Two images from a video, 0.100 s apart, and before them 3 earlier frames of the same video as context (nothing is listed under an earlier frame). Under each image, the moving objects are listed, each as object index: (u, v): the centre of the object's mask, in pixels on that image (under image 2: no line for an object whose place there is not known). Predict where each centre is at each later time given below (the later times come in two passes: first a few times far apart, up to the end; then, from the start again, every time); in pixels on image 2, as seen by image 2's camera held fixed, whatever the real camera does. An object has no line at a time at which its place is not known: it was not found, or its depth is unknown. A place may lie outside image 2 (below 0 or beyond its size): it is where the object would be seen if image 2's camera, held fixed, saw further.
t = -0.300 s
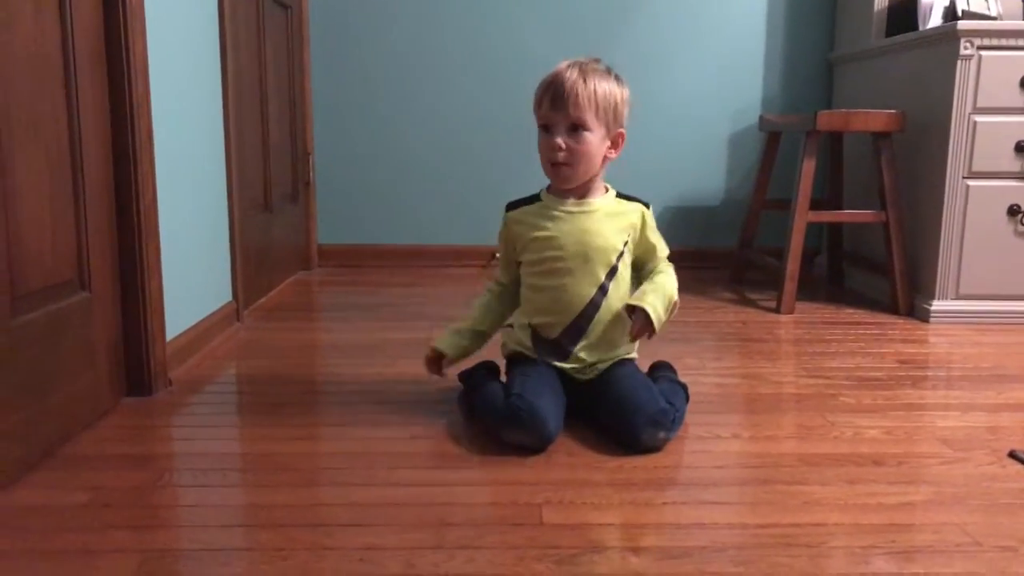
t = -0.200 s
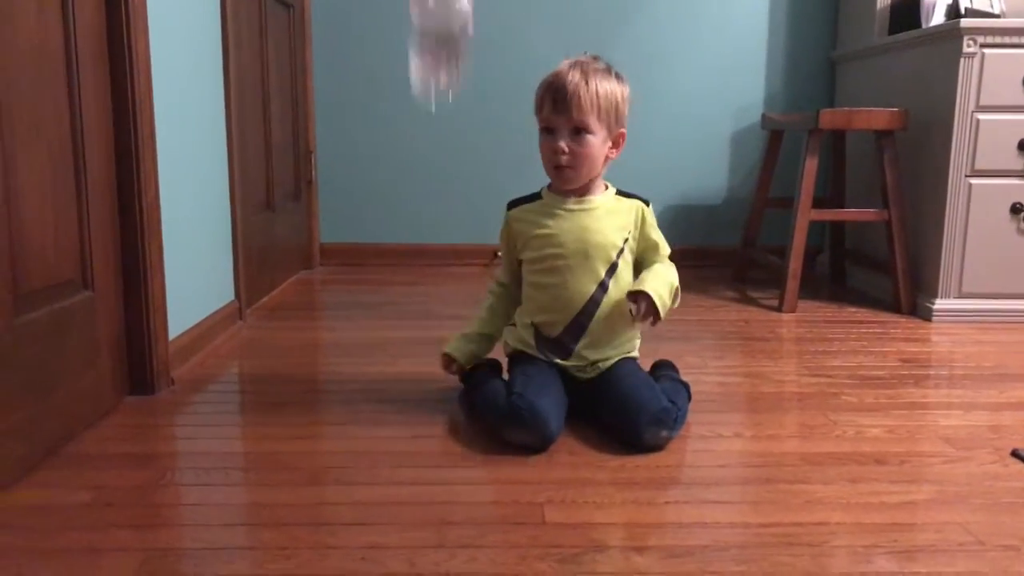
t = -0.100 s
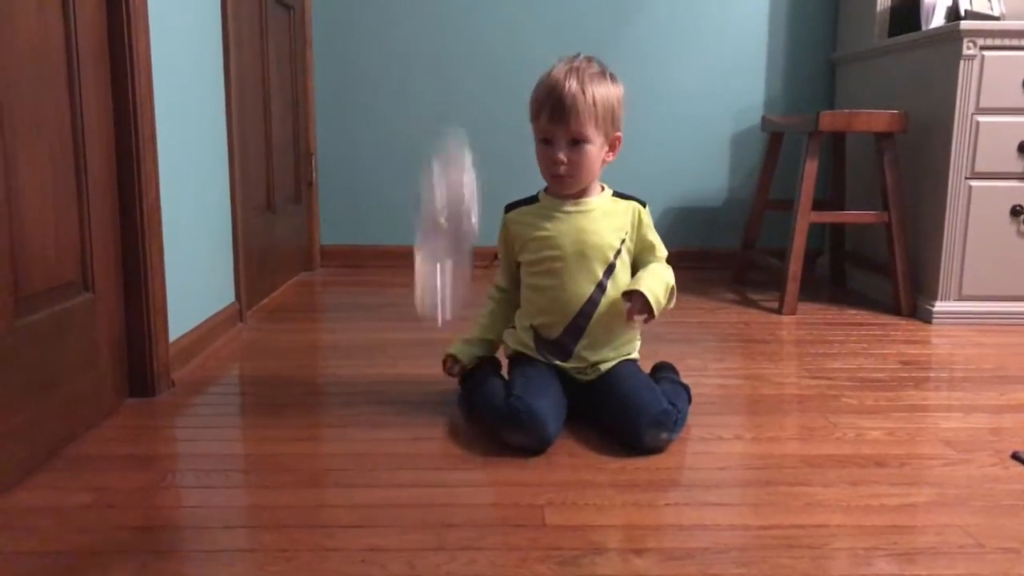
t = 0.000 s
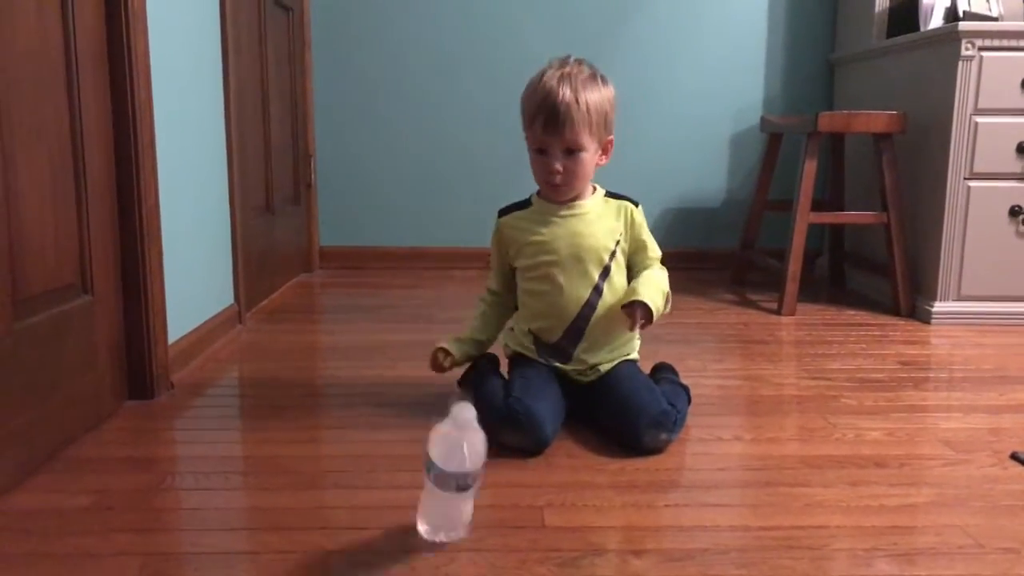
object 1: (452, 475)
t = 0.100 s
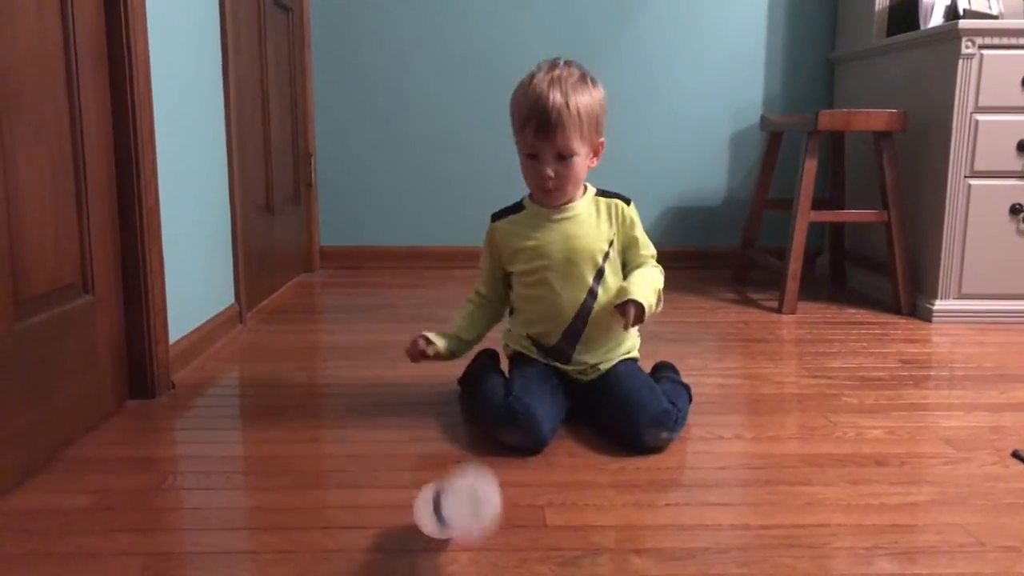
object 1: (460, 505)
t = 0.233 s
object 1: (458, 537)
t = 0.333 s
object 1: (455, 536)
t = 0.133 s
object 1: (461, 530)
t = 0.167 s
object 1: (458, 534)
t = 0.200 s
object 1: (458, 536)
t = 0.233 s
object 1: (458, 537)
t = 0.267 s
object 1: (456, 537)
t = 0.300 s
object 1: (456, 537)
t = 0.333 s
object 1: (455, 536)
